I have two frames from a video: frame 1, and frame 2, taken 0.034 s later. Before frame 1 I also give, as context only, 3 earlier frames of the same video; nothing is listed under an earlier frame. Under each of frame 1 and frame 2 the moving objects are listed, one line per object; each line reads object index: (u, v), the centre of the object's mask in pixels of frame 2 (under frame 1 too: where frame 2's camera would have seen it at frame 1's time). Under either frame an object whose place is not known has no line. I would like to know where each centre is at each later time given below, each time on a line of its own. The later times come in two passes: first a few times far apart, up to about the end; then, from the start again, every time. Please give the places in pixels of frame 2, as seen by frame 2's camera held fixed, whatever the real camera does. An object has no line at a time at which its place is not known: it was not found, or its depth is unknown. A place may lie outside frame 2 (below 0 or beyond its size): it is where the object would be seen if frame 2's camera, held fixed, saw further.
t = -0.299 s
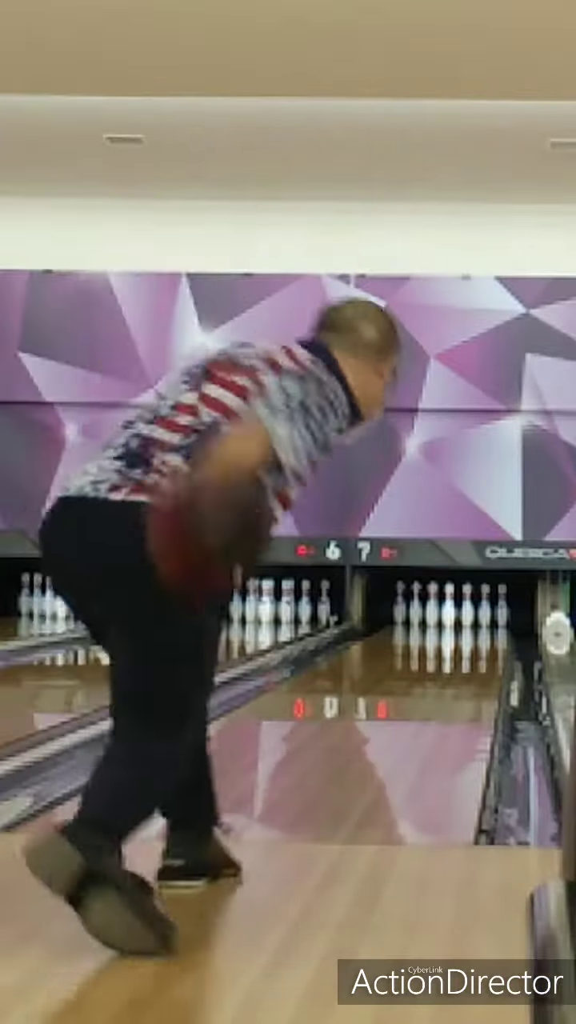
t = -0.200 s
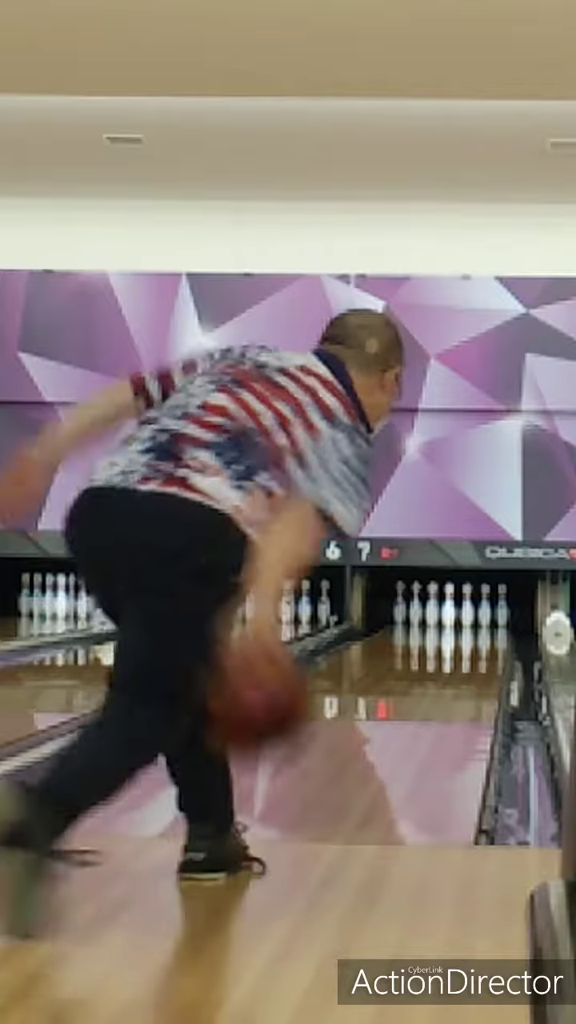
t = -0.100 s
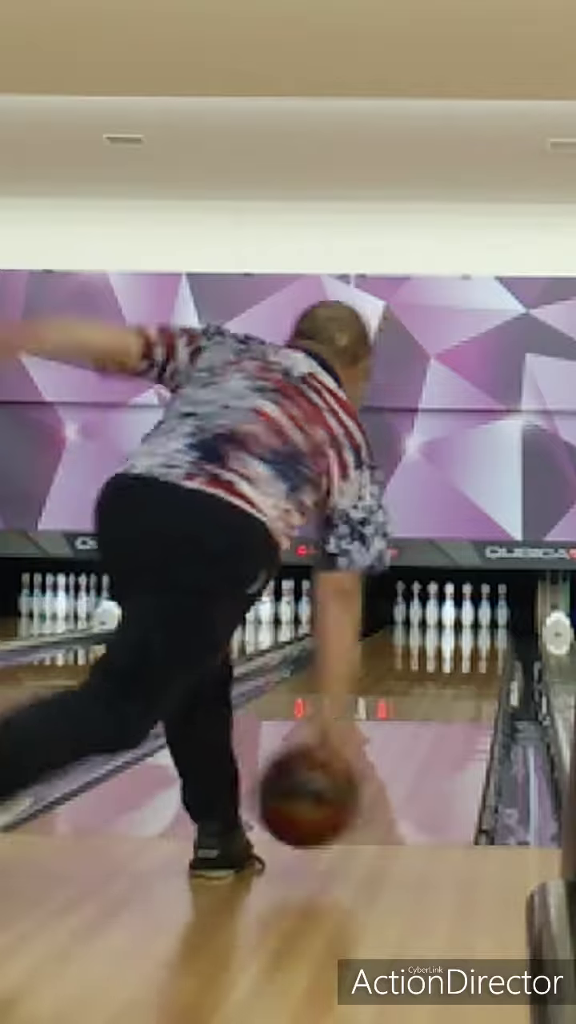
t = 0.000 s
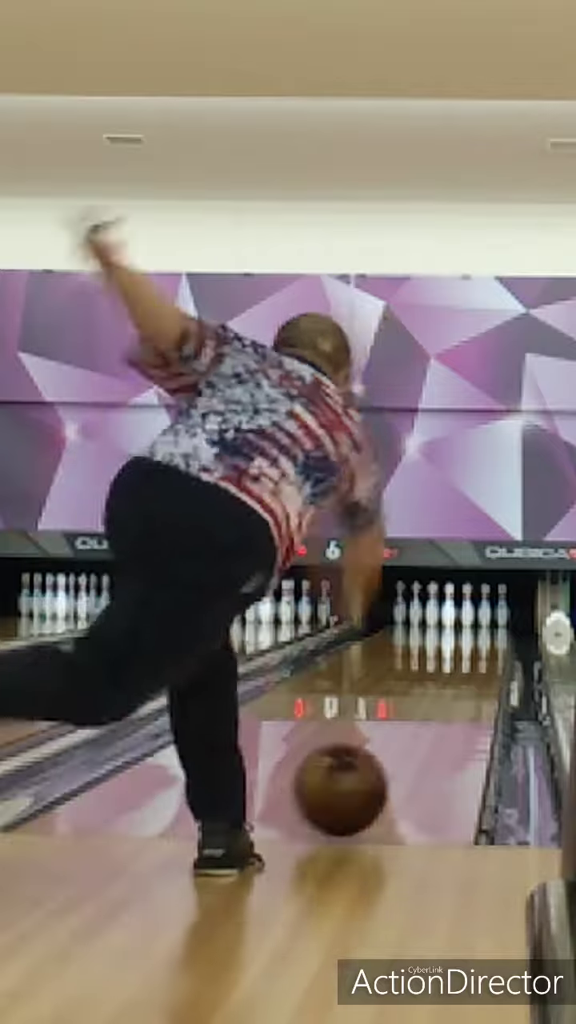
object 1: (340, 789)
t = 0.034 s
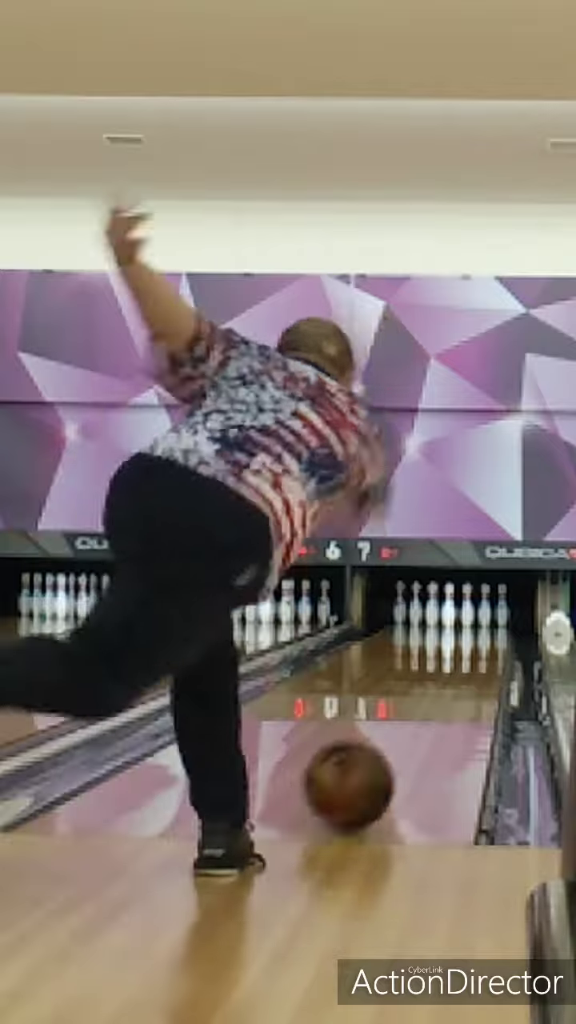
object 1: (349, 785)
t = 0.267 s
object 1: (392, 740)
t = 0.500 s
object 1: (419, 710)
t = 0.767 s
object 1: (438, 687)
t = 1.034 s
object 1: (453, 668)
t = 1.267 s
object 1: (459, 656)
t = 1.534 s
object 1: (467, 647)
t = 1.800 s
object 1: (469, 638)
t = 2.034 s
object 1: (470, 631)
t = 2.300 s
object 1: (467, 626)
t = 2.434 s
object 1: (465, 623)
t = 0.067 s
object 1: (356, 778)
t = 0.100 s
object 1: (363, 771)
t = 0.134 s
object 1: (369, 764)
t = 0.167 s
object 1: (376, 758)
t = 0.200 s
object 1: (382, 752)
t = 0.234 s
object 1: (388, 746)
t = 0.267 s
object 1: (392, 740)
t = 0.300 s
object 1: (397, 735)
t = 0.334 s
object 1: (401, 730)
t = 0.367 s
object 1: (405, 726)
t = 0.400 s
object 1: (409, 722)
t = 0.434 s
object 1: (414, 718)
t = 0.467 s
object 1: (417, 715)
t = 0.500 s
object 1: (419, 710)
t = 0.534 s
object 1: (421, 708)
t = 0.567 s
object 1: (425, 706)
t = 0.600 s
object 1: (428, 700)
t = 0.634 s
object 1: (430, 697)
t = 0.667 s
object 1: (433, 694)
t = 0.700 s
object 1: (435, 691)
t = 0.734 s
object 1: (437, 688)
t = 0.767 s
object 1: (438, 687)
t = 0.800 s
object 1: (441, 684)
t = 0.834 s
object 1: (443, 681)
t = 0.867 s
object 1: (444, 678)
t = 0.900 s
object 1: (446, 676)
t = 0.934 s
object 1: (448, 674)
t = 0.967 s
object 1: (450, 672)
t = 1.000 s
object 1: (451, 669)
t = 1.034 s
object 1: (453, 668)
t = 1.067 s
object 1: (455, 666)
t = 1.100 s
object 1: (455, 664)
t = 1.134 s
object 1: (457, 662)
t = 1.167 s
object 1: (457, 661)
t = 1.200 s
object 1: (458, 660)
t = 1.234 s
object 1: (458, 658)
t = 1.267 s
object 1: (459, 656)
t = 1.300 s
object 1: (460, 655)
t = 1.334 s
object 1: (461, 654)
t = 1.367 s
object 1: (463, 653)
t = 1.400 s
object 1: (463, 651)
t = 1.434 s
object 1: (464, 650)
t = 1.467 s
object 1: (465, 649)
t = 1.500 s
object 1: (466, 648)
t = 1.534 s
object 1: (467, 647)
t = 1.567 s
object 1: (467, 645)
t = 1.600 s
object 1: (468, 645)
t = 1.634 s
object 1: (469, 643)
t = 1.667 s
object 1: (469, 642)
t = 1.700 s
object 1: (469, 641)
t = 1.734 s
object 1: (469, 640)
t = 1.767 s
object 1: (469, 638)
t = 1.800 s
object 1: (469, 638)
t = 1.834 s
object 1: (469, 637)
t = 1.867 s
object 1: (469, 636)
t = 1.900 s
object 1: (470, 635)
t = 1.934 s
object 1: (470, 633)
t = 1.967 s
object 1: (470, 632)
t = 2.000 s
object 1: (470, 631)
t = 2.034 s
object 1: (470, 631)
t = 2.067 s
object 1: (470, 630)
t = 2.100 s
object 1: (470, 629)
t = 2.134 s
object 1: (470, 628)
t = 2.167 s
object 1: (469, 628)
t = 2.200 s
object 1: (469, 627)
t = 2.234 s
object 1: (469, 627)
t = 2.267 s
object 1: (468, 627)
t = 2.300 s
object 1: (467, 626)
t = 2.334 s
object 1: (466, 625)
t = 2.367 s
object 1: (466, 624)
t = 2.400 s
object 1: (465, 623)
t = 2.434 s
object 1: (465, 623)
